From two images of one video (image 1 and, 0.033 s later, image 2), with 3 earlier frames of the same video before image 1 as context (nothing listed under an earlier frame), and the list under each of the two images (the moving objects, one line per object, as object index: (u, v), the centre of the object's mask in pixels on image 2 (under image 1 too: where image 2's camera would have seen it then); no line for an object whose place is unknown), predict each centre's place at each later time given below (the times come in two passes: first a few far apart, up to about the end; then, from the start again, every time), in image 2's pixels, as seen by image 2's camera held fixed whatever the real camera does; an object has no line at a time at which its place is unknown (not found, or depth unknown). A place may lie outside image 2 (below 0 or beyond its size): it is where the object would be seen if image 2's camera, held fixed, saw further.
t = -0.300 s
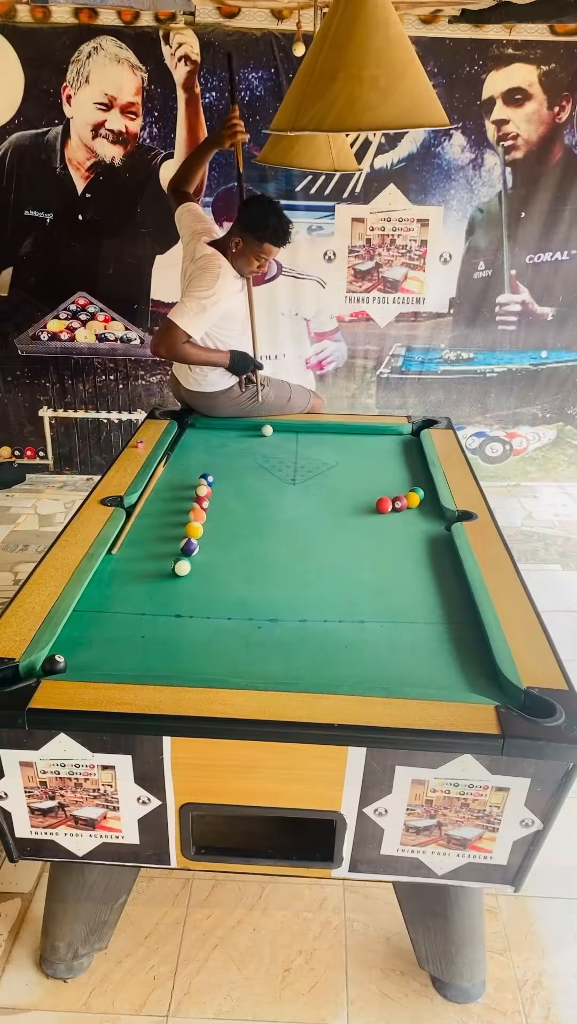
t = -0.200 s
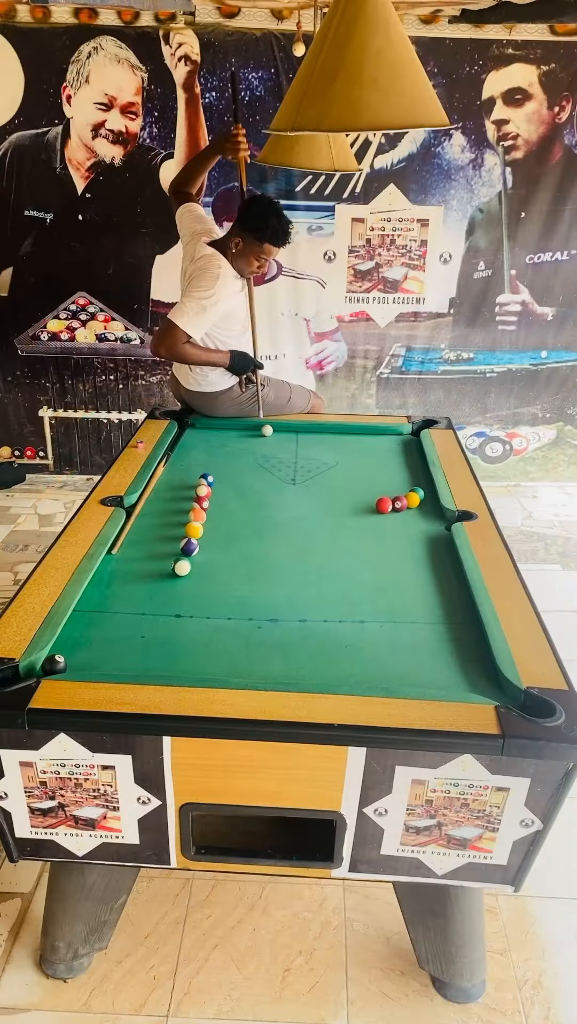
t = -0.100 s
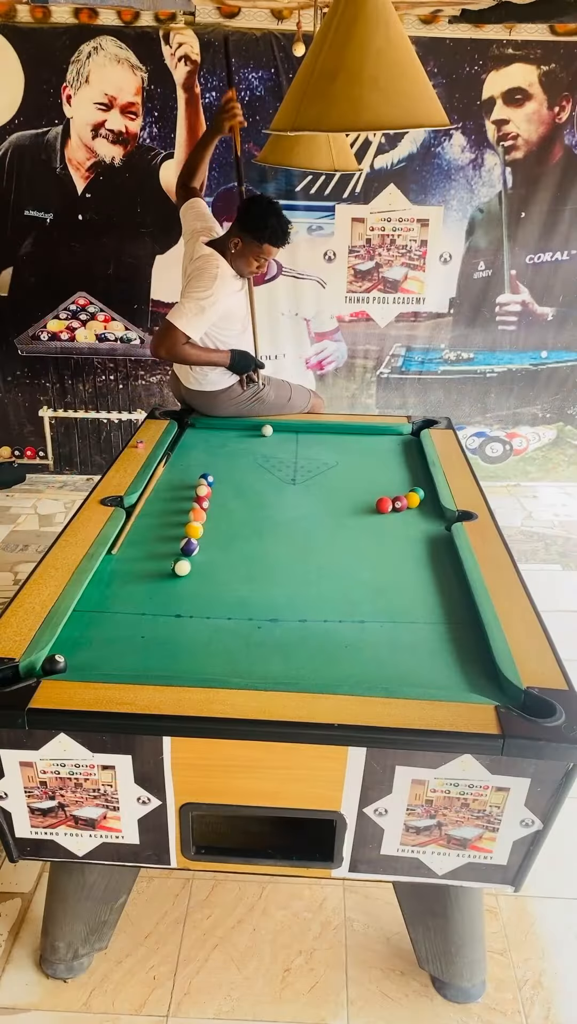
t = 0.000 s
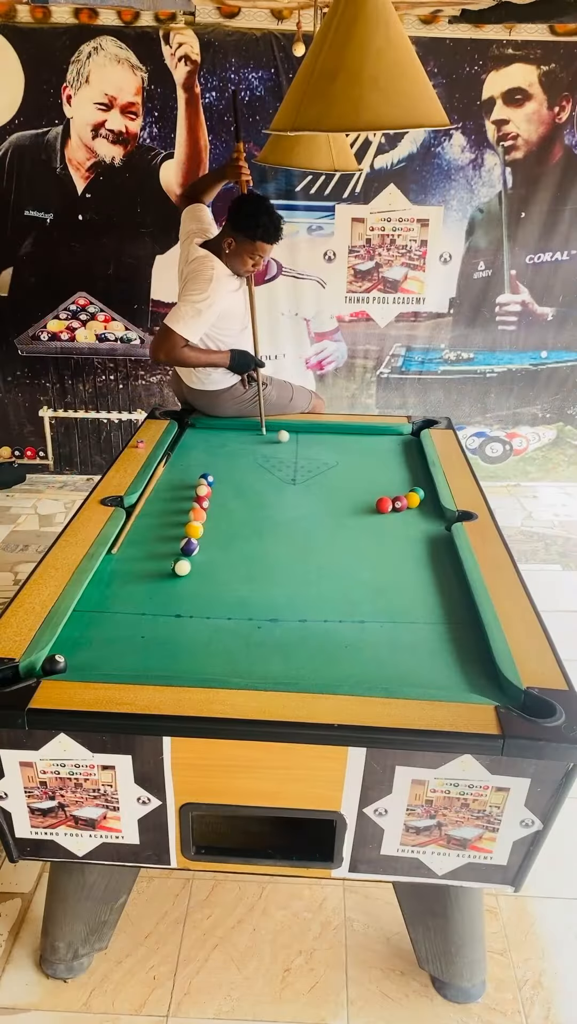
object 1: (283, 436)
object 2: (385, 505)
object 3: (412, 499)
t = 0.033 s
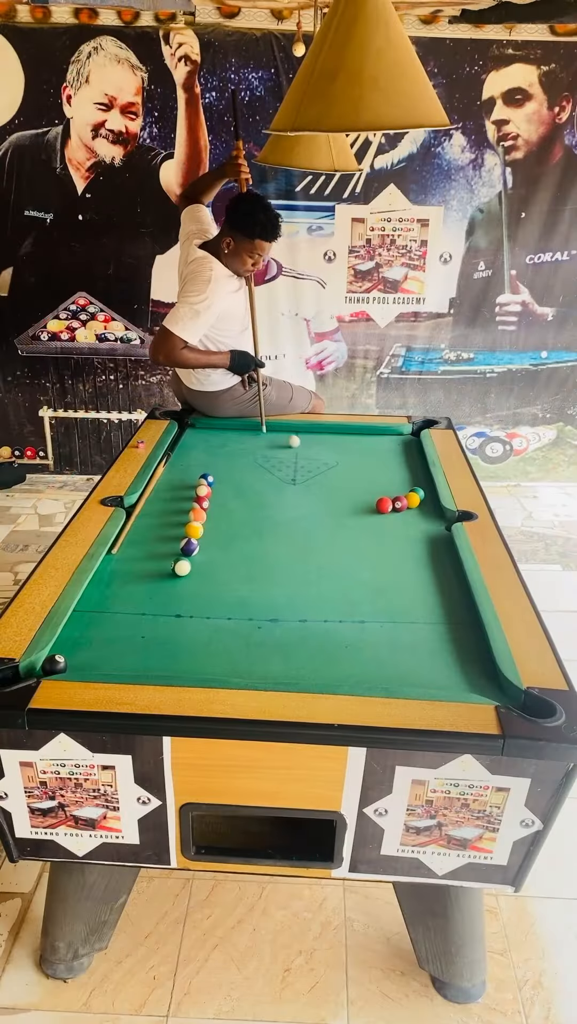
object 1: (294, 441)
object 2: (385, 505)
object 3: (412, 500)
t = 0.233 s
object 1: (355, 468)
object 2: (385, 505)
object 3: (412, 500)
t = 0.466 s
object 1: (405, 488)
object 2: (385, 505)
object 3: (412, 500)
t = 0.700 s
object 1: (404, 482)
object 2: (377, 507)
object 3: (417, 503)
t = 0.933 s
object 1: (368, 462)
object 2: (370, 508)
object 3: (421, 505)
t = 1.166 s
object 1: (319, 438)
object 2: (362, 508)
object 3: (426, 508)
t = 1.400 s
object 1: (283, 435)
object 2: (358, 509)
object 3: (429, 510)
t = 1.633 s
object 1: (251, 445)
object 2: (354, 509)
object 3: (431, 512)
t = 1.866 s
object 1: (217, 456)
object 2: (352, 509)
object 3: (433, 513)
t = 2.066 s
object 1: (185, 466)
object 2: (351, 509)
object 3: (434, 513)
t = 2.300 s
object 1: (160, 479)
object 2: (351, 510)
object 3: (434, 513)
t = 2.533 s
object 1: (152, 494)
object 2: (351, 510)
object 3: (434, 513)
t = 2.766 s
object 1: (143, 510)
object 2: (351, 510)
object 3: (434, 513)
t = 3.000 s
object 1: (133, 526)
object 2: (351, 510)
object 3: (434, 513)
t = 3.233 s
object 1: (124, 542)
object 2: (351, 510)
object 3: (434, 513)
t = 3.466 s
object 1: (116, 559)
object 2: (351, 510)
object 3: (434, 513)
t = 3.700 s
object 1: (106, 577)
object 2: (351, 509)
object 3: (434, 513)
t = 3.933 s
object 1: (97, 596)
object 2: (351, 509)
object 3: (434, 513)
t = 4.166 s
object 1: (88, 614)
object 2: (351, 510)
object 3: (434, 513)
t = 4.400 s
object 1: (77, 634)
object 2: (351, 509)
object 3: (434, 513)
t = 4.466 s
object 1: (74, 639)
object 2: (351, 509)
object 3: (434, 513)
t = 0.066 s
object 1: (304, 445)
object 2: (385, 505)
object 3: (412, 500)
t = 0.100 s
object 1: (315, 450)
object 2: (385, 505)
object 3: (412, 500)
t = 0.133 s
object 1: (325, 455)
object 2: (385, 505)
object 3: (412, 500)
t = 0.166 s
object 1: (336, 460)
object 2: (385, 505)
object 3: (412, 500)
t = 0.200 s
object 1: (346, 464)
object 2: (385, 505)
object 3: (412, 500)
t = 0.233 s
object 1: (355, 468)
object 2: (385, 505)
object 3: (412, 500)
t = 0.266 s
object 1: (364, 471)
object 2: (385, 505)
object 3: (412, 500)
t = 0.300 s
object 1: (373, 475)
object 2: (385, 505)
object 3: (412, 500)
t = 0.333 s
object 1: (380, 478)
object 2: (385, 505)
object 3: (412, 500)
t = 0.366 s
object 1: (388, 481)
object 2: (385, 505)
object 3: (412, 500)
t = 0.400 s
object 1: (394, 484)
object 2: (385, 505)
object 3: (412, 500)
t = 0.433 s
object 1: (400, 487)
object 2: (385, 505)
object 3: (412, 500)
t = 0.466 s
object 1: (405, 488)
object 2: (385, 505)
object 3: (412, 500)
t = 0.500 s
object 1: (408, 488)
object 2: (385, 505)
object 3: (412, 499)
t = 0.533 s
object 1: (410, 488)
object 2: (384, 505)
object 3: (413, 500)
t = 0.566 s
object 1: (410, 488)
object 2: (383, 506)
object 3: (414, 501)
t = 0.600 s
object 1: (410, 487)
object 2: (381, 506)
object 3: (415, 502)
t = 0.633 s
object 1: (409, 486)
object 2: (380, 506)
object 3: (415, 502)
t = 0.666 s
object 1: (407, 484)
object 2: (379, 506)
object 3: (416, 502)
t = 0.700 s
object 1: (404, 482)
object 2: (377, 507)
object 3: (417, 503)
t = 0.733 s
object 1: (401, 480)
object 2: (376, 507)
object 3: (417, 503)
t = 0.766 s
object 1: (397, 477)
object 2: (375, 507)
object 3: (418, 503)
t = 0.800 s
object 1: (392, 475)
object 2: (374, 507)
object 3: (418, 504)
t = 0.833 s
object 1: (387, 472)
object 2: (373, 507)
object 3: (419, 504)
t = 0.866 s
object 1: (381, 469)
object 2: (372, 507)
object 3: (420, 504)
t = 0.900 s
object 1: (375, 466)
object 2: (371, 508)
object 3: (421, 505)
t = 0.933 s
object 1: (368, 462)
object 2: (370, 508)
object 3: (421, 505)
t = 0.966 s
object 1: (360, 459)
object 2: (369, 508)
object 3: (422, 505)
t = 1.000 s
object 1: (353, 455)
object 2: (368, 508)
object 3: (422, 506)
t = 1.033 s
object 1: (346, 451)
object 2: (367, 508)
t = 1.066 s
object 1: (339, 448)
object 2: (366, 508)
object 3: (424, 507)
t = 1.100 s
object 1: (332, 444)
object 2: (365, 509)
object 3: (425, 507)
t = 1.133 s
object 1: (325, 441)
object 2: (364, 509)
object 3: (425, 508)
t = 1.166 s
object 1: (319, 438)
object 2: (362, 508)
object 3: (426, 508)
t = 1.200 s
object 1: (313, 435)
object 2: (362, 508)
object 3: (426, 508)
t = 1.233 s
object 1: (306, 431)
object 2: (361, 509)
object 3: (427, 508)
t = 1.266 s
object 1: (300, 429)
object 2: (360, 509)
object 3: (427, 509)
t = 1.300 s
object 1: (296, 430)
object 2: (359, 509)
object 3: (428, 509)
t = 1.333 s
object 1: (292, 432)
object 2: (359, 509)
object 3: (428, 509)
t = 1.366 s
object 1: (287, 433)
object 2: (358, 509)
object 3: (429, 510)
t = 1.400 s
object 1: (283, 435)
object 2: (358, 509)
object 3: (429, 510)
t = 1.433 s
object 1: (279, 436)
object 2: (357, 509)
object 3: (429, 510)
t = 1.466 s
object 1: (274, 438)
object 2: (356, 509)
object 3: (430, 510)
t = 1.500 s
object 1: (269, 439)
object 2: (356, 509)
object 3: (430, 511)
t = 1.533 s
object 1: (265, 441)
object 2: (355, 509)
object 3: (431, 511)
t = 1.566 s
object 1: (260, 442)
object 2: (355, 509)
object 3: (431, 511)
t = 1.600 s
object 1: (255, 444)
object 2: (355, 509)
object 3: (431, 512)
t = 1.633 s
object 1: (251, 445)
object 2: (354, 509)
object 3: (431, 512)
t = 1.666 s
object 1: (246, 447)
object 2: (354, 509)
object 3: (432, 512)
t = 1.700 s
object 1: (241, 448)
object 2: (353, 509)
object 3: (432, 512)
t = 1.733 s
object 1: (236, 450)
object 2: (353, 509)
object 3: (432, 512)
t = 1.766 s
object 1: (232, 452)
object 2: (353, 509)
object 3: (432, 512)
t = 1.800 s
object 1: (227, 453)
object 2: (352, 509)
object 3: (433, 513)
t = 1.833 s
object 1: (222, 455)
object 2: (352, 509)
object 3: (433, 513)
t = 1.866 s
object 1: (217, 456)
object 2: (352, 509)
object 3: (433, 513)
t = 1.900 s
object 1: (212, 458)
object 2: (352, 509)
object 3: (433, 513)
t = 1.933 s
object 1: (206, 460)
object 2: (352, 509)
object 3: (434, 513)
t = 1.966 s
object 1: (201, 461)
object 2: (351, 509)
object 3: (434, 513)
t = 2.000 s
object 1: (196, 463)
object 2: (351, 509)
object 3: (434, 513)
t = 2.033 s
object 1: (191, 465)
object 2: (351, 509)
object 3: (434, 513)
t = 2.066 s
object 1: (185, 466)
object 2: (351, 509)
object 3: (434, 513)
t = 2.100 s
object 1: (180, 468)
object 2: (351, 509)
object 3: (434, 513)
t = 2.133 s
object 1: (175, 470)
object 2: (351, 509)
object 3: (434, 513)
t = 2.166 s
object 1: (169, 472)
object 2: (351, 509)
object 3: (434, 513)
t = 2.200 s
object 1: (165, 473)
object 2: (351, 509)
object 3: (434, 513)
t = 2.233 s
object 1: (163, 475)
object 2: (351, 509)
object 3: (434, 513)
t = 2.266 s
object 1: (161, 477)
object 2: (351, 510)
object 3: (434, 513)
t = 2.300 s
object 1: (160, 479)
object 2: (351, 510)
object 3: (434, 513)
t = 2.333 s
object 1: (159, 482)
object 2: (351, 510)
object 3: (434, 513)
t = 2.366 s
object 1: (158, 483)
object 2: (351, 510)
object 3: (434, 513)
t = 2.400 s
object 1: (157, 486)
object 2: (351, 510)
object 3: (434, 513)
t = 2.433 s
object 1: (156, 488)
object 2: (351, 510)
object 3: (434, 513)
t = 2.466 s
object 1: (154, 490)
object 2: (351, 510)
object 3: (434, 513)
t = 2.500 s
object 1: (153, 492)
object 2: (351, 510)
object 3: (434, 513)
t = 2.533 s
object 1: (152, 494)
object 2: (351, 510)
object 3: (434, 513)
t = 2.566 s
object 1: (151, 497)
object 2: (351, 510)
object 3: (434, 513)
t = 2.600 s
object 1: (150, 499)
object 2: (351, 510)
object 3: (434, 513)
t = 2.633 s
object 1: (148, 501)
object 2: (351, 510)
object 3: (434, 513)
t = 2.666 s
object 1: (147, 503)
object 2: (351, 510)
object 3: (434, 513)
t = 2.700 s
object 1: (145, 505)
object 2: (351, 510)
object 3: (434, 513)
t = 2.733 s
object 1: (144, 507)
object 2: (351, 510)
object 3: (434, 513)
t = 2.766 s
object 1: (143, 510)
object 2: (351, 510)
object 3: (434, 513)
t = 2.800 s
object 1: (142, 512)
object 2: (351, 510)
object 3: (434, 513)
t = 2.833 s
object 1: (140, 514)
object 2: (351, 510)
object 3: (434, 513)
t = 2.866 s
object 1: (139, 516)
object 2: (351, 510)
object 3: (434, 513)
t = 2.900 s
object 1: (138, 519)
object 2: (351, 510)
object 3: (434, 513)
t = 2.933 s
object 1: (136, 521)
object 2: (351, 510)
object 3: (434, 513)
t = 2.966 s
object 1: (135, 523)
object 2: (351, 510)
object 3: (434, 513)
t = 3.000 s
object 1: (133, 526)
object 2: (351, 510)
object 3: (434, 513)
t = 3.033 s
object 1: (132, 528)
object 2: (351, 510)
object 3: (434, 513)
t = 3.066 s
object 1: (130, 530)
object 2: (351, 510)
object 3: (434, 513)
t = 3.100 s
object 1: (129, 533)
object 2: (351, 510)
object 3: (434, 513)
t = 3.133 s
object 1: (128, 535)
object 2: (351, 510)
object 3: (434, 513)
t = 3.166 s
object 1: (127, 537)
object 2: (351, 510)
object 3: (434, 513)
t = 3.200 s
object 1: (126, 540)
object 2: (351, 510)
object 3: (434, 513)
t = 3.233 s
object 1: (124, 542)
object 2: (351, 510)
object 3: (434, 513)
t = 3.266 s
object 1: (123, 545)
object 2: (351, 510)
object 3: (434, 513)
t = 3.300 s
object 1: (122, 547)
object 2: (351, 510)
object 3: (434, 513)
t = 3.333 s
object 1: (120, 549)
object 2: (351, 510)
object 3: (434, 513)
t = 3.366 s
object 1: (119, 552)
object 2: (351, 510)
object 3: (434, 513)
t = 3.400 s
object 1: (118, 554)
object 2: (351, 510)
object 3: (434, 513)
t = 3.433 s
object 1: (117, 557)
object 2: (351, 510)
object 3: (434, 513)
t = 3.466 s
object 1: (116, 559)
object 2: (351, 510)
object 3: (434, 513)
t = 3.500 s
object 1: (114, 562)
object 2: (351, 510)
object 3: (434, 513)
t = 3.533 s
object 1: (113, 564)
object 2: (351, 510)
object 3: (434, 513)
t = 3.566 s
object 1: (112, 567)
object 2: (351, 510)
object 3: (434, 513)
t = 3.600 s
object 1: (110, 569)
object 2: (351, 509)
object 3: (434, 513)
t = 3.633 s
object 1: (109, 572)
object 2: (351, 509)
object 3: (434, 513)
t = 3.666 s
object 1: (108, 574)
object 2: (351, 510)
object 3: (434, 513)
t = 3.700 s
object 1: (106, 577)
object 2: (351, 509)
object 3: (434, 513)
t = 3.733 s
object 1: (105, 580)
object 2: (351, 510)
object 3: (434, 513)
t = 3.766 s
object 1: (104, 582)
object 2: (351, 509)
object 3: (434, 513)
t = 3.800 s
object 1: (102, 585)
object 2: (351, 510)
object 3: (434, 513)
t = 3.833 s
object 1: (101, 588)
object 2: (351, 510)
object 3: (434, 513)
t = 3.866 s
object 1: (100, 590)
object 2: (351, 509)
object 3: (434, 513)
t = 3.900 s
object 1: (99, 593)
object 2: (351, 509)
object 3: (434, 513)
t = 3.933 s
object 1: (97, 596)
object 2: (351, 509)
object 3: (434, 513)
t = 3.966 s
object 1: (96, 598)
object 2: (351, 510)
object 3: (434, 513)
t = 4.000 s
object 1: (95, 601)
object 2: (351, 510)
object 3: (434, 513)
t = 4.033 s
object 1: (93, 604)
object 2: (351, 509)
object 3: (434, 513)
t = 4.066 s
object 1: (92, 606)
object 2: (351, 509)
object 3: (434, 513)
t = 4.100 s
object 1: (90, 609)
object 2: (351, 509)
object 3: (434, 513)
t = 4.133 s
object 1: (89, 612)
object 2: (351, 509)
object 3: (434, 513)
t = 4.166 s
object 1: (88, 614)
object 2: (351, 510)
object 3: (434, 513)
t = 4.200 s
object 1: (86, 617)
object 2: (351, 509)
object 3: (434, 513)
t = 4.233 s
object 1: (85, 620)
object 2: (351, 509)
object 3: (434, 513)
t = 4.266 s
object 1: (83, 623)
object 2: (351, 509)
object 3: (434, 513)
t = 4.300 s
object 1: (82, 626)
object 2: (351, 509)
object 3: (434, 513)
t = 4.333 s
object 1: (80, 628)
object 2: (351, 509)
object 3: (434, 513)
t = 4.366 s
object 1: (79, 631)
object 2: (351, 509)
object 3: (434, 513)
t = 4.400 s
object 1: (77, 634)
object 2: (351, 509)
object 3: (434, 513)
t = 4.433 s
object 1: (76, 637)
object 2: (351, 509)
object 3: (434, 513)
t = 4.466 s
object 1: (74, 639)
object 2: (351, 509)
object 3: (434, 513)
